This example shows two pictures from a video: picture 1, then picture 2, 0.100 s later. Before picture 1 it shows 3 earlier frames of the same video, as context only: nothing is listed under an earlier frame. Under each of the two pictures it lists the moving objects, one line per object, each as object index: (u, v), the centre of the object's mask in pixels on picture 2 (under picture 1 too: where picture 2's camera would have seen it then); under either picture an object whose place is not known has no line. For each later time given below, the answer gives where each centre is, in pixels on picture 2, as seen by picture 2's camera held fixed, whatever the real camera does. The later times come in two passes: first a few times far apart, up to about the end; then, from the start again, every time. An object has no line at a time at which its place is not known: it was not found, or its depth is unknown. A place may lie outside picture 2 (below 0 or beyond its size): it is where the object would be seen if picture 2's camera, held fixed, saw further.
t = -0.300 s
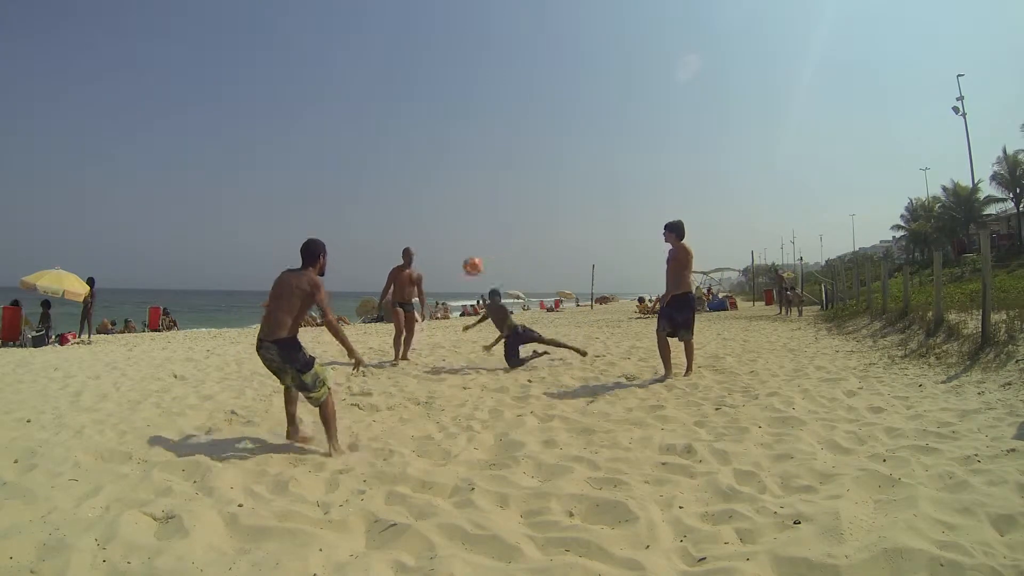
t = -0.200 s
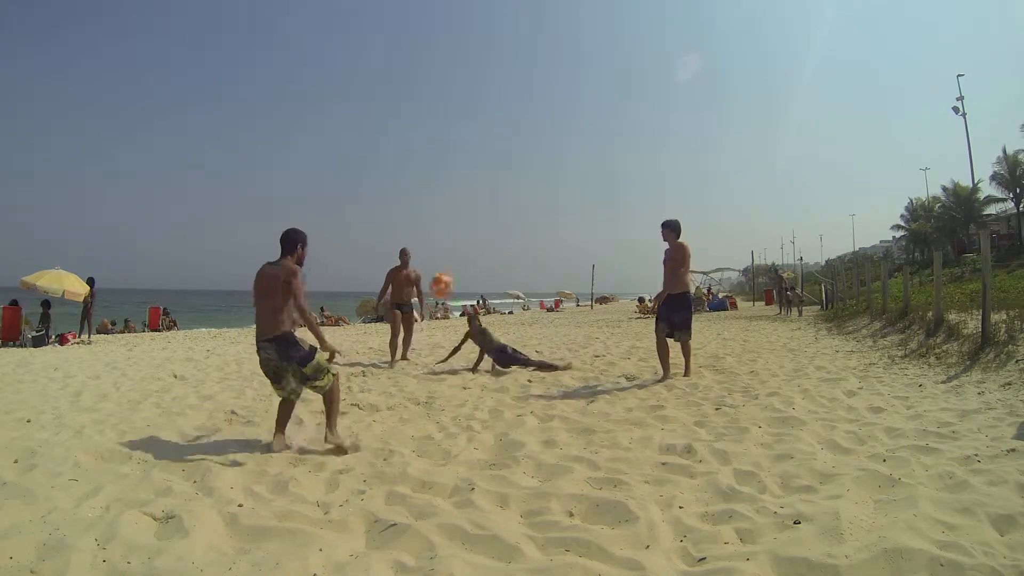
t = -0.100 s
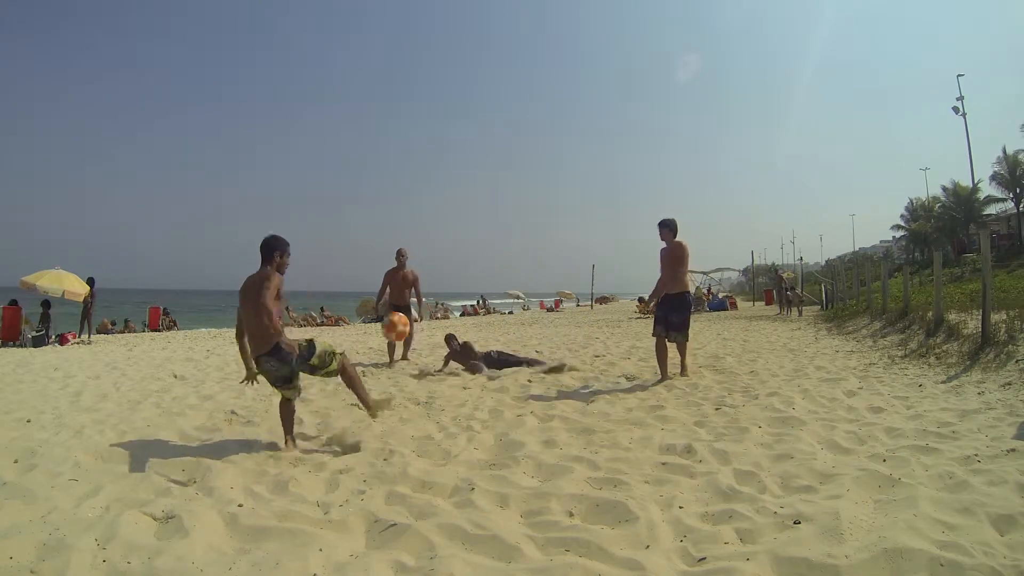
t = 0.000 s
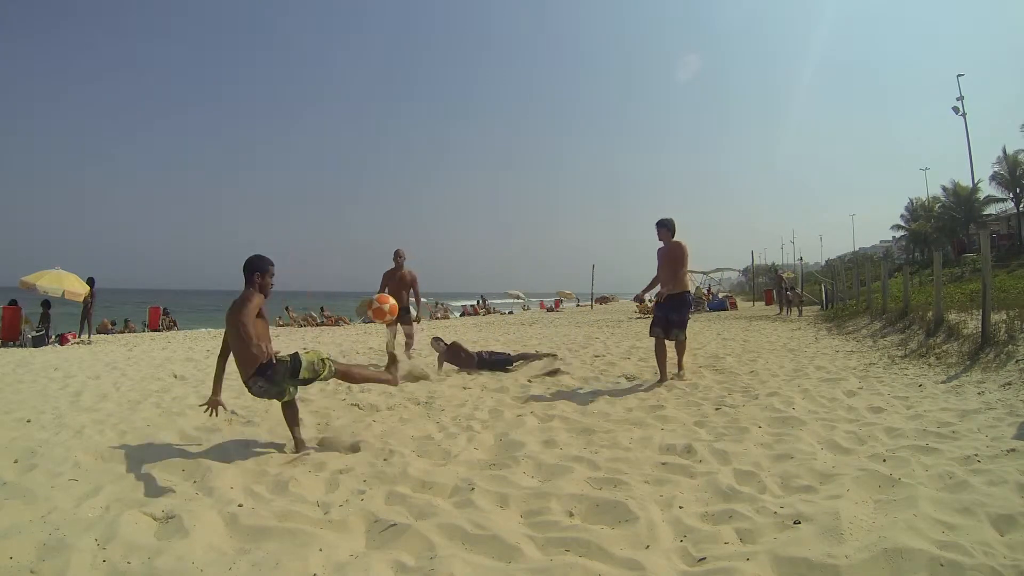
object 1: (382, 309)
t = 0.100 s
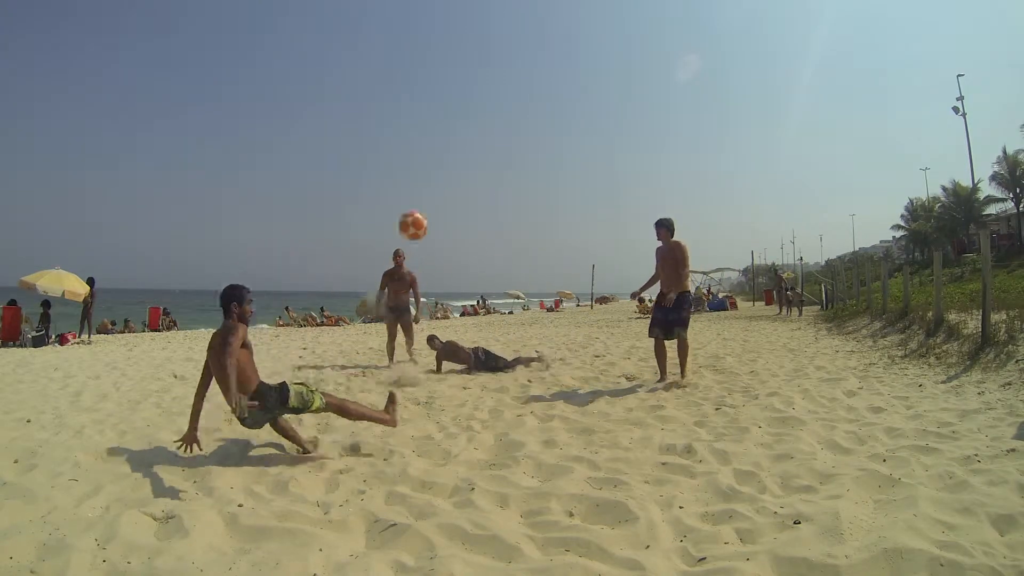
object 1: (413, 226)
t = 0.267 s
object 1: (460, 132)
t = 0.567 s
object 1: (524, 71)
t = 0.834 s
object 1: (569, 93)
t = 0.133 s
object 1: (423, 202)
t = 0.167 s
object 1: (433, 181)
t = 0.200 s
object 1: (442, 164)
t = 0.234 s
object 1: (450, 147)
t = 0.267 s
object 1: (460, 132)
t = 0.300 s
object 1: (467, 119)
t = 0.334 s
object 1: (476, 108)
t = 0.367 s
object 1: (483, 99)
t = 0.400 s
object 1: (491, 91)
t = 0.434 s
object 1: (498, 84)
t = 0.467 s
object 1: (505, 79)
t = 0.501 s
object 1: (511, 76)
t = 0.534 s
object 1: (518, 73)
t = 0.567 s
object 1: (524, 71)
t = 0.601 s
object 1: (530, 70)
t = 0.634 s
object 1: (536, 71)
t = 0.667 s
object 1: (542, 72)
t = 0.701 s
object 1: (547, 74)
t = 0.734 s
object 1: (553, 78)
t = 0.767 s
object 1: (559, 82)
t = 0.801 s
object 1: (564, 87)
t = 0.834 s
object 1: (569, 93)
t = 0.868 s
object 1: (575, 100)
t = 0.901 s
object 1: (580, 108)
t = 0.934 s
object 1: (585, 117)
